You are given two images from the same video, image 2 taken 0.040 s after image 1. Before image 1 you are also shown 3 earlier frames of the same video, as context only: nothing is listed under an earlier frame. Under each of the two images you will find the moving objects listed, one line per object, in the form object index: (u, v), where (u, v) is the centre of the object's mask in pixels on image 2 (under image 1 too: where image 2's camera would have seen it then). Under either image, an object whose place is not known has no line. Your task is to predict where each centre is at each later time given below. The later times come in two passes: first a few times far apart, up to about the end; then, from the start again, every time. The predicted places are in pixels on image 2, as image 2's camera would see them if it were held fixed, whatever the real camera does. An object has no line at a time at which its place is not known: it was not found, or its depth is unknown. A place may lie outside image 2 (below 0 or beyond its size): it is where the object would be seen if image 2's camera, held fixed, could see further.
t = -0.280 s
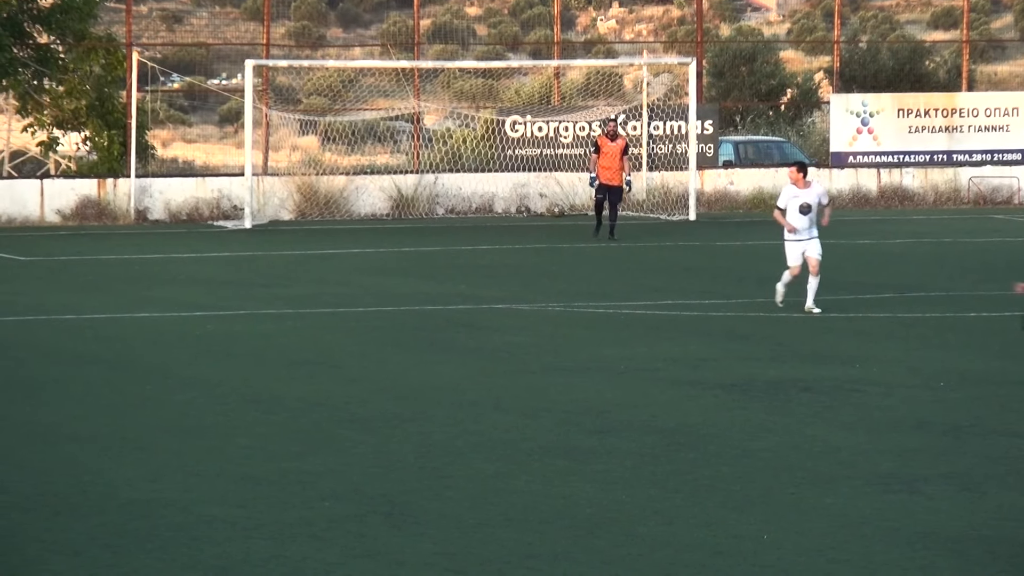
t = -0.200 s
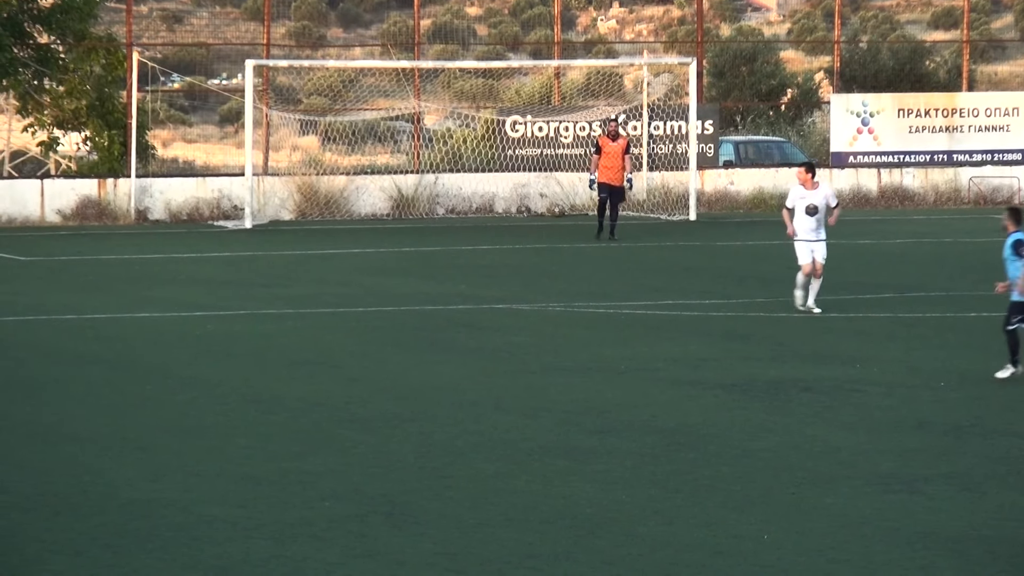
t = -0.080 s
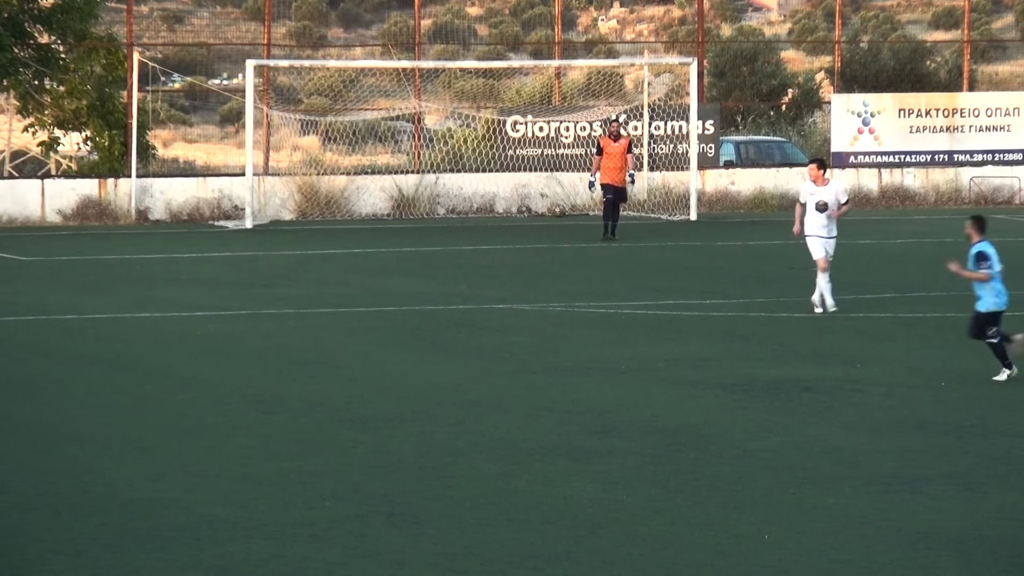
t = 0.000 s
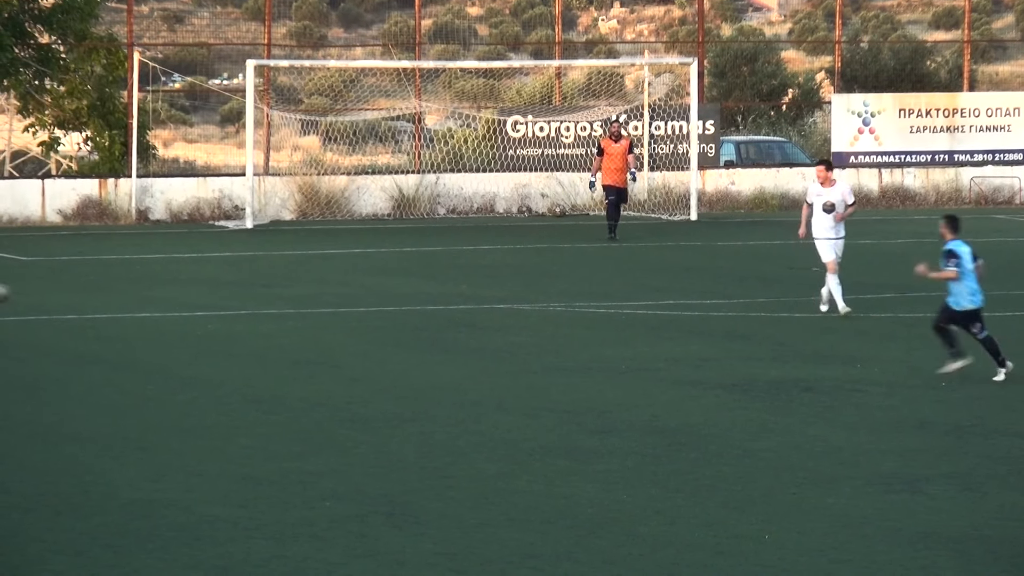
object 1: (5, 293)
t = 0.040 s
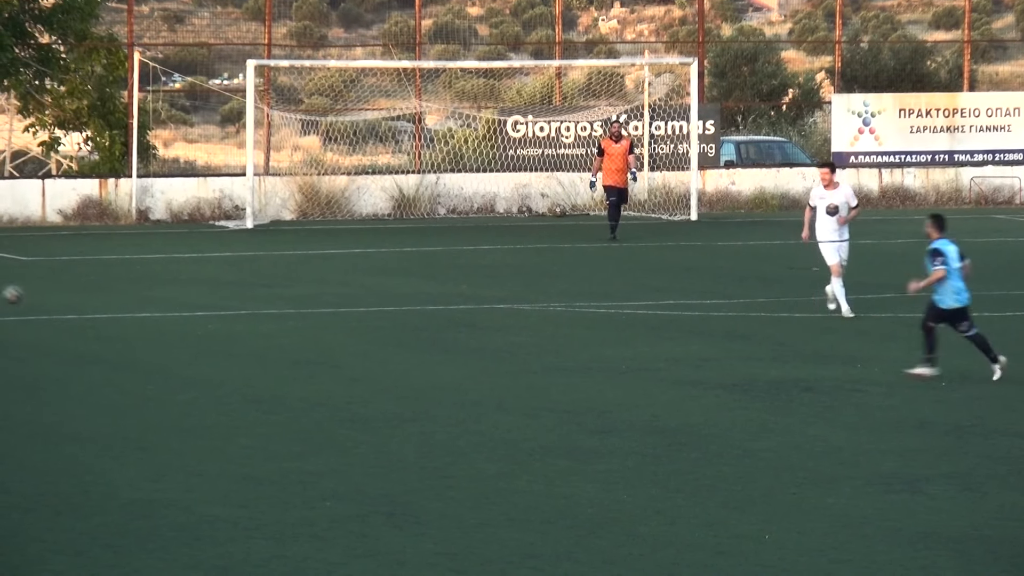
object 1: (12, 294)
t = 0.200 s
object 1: (64, 314)
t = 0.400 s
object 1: (120, 318)
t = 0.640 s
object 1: (184, 334)
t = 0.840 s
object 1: (232, 346)
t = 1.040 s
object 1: (280, 351)
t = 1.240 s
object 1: (331, 364)
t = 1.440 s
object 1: (381, 376)
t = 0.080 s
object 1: (25, 297)
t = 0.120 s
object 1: (38, 301)
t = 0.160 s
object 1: (50, 307)
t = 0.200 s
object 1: (64, 314)
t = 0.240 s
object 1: (77, 323)
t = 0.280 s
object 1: (87, 319)
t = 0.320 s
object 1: (98, 318)
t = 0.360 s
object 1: (109, 317)
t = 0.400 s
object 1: (120, 318)
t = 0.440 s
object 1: (131, 320)
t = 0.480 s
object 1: (142, 324)
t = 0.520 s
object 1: (153, 330)
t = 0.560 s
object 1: (165, 338)
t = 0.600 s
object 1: (174, 337)
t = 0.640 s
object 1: (184, 334)
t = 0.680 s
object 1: (194, 334)
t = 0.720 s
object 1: (203, 334)
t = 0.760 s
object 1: (213, 337)
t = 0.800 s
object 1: (222, 341)
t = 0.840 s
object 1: (232, 346)
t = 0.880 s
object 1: (242, 353)
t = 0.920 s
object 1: (251, 350)
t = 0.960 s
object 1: (261, 349)
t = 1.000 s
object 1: (271, 349)
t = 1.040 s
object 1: (280, 351)
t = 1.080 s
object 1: (291, 355)
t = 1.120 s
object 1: (300, 360)
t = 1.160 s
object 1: (311, 366)
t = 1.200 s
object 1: (320, 364)
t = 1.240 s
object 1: (331, 364)
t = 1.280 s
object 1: (341, 366)
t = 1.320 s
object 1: (351, 370)
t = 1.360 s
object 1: (361, 375)
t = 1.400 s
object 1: (371, 376)
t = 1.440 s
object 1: (381, 376)
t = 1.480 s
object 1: (392, 378)
